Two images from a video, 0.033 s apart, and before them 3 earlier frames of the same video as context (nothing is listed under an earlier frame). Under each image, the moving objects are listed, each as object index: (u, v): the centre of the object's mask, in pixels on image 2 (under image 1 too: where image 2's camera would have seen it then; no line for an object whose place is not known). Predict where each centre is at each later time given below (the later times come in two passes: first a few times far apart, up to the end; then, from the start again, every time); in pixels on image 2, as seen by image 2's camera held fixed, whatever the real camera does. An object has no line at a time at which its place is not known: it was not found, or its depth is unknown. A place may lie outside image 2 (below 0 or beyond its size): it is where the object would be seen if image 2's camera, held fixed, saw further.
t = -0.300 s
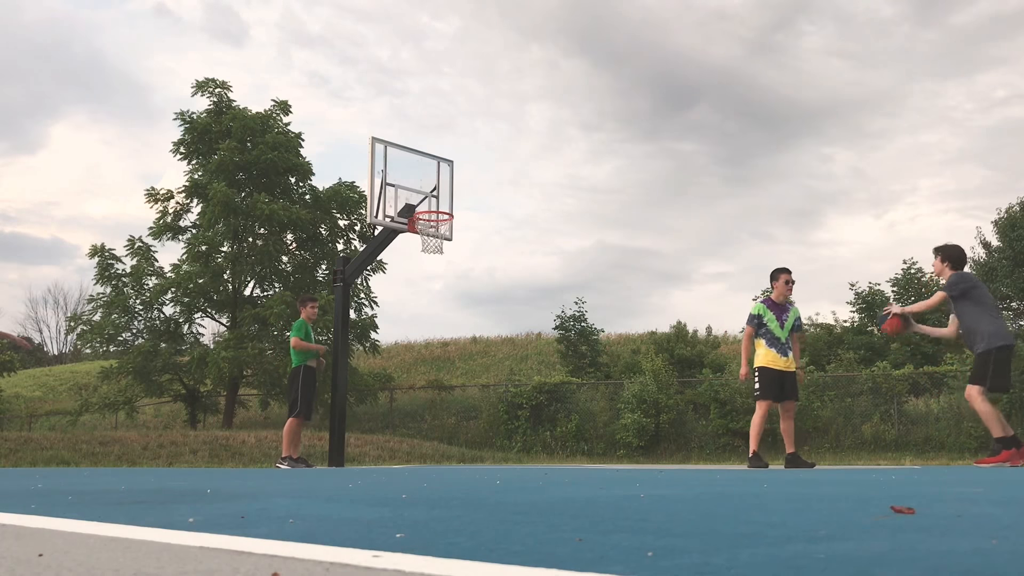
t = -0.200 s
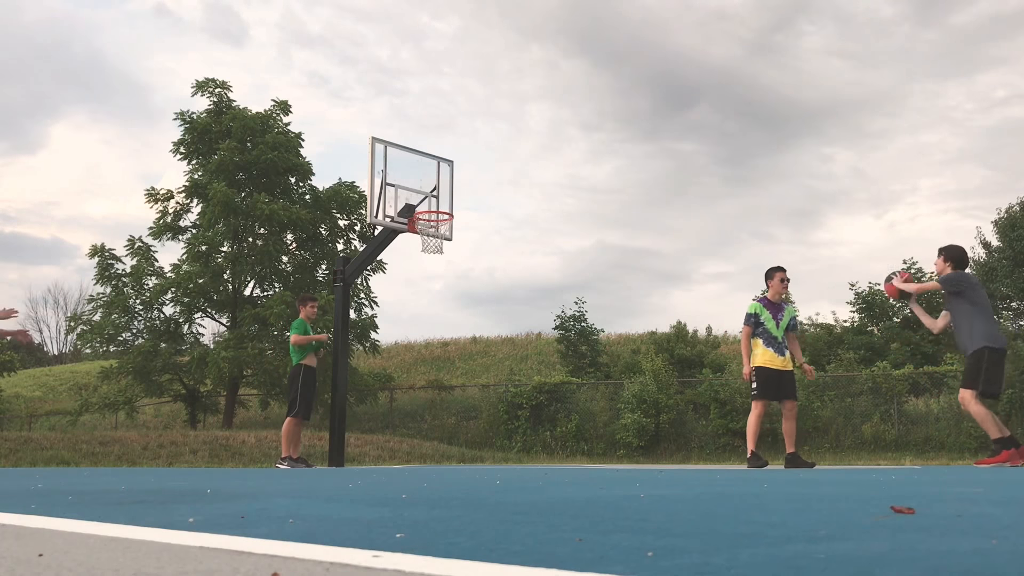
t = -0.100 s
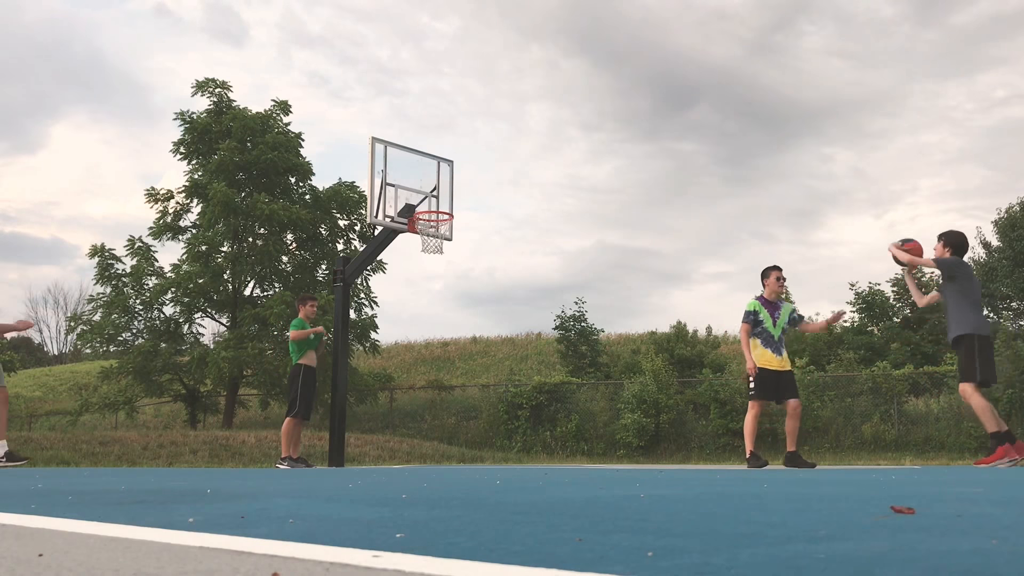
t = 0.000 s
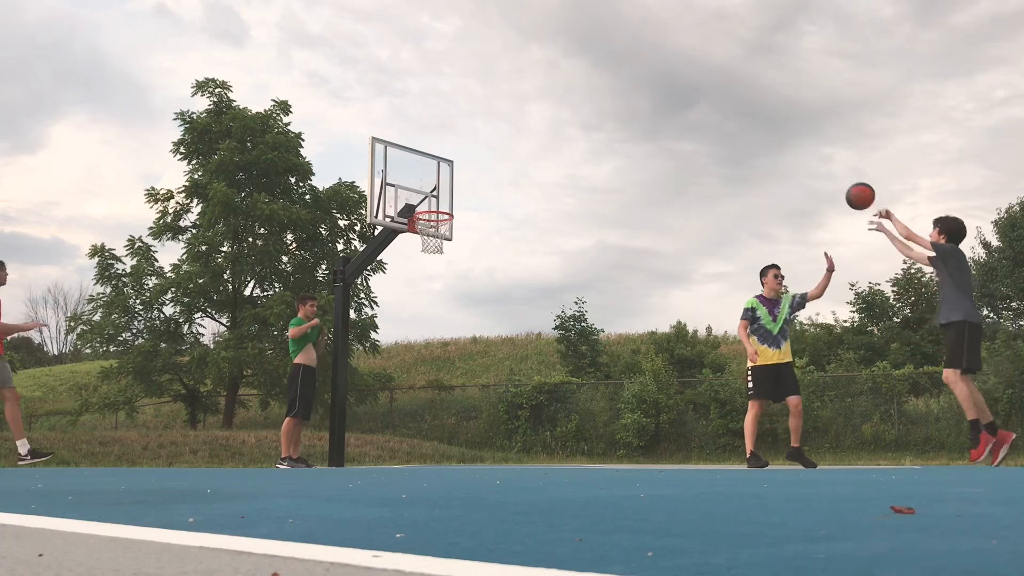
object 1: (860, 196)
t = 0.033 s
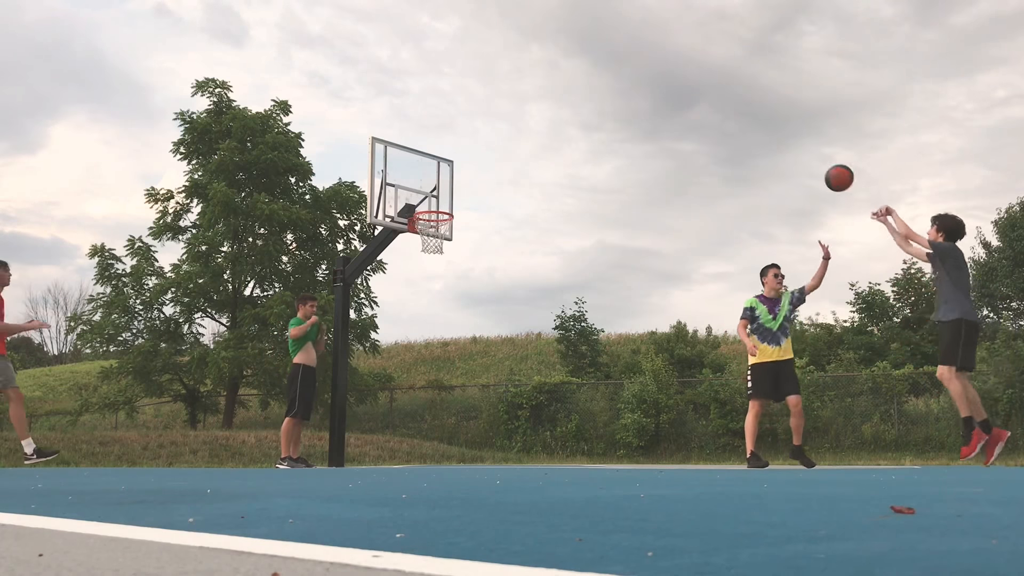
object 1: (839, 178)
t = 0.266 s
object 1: (711, 97)
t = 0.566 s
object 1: (585, 85)
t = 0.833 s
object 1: (495, 136)
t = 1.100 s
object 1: (428, 227)
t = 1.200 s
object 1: (434, 258)
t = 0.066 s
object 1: (819, 161)
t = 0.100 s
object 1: (799, 147)
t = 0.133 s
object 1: (780, 134)
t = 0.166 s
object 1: (762, 123)
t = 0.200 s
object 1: (744, 113)
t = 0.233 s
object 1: (727, 104)
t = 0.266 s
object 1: (711, 97)
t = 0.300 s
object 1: (695, 91)
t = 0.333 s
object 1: (680, 87)
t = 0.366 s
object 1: (665, 83)
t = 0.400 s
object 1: (650, 81)
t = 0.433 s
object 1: (637, 79)
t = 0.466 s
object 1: (623, 79)
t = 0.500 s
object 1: (610, 80)
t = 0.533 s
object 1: (597, 82)
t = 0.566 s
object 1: (585, 85)
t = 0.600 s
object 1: (573, 88)
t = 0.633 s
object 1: (561, 93)
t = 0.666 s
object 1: (549, 98)
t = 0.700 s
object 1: (538, 104)
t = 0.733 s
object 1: (527, 111)
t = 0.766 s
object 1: (516, 118)
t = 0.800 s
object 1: (505, 127)
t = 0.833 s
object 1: (495, 136)
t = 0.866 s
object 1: (485, 145)
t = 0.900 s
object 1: (475, 156)
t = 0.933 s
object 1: (466, 167)
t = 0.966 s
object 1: (456, 179)
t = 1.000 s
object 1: (447, 191)
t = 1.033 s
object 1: (437, 203)
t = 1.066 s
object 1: (428, 218)
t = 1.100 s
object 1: (428, 227)
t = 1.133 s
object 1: (429, 239)
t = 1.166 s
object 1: (432, 248)
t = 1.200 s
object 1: (434, 258)
